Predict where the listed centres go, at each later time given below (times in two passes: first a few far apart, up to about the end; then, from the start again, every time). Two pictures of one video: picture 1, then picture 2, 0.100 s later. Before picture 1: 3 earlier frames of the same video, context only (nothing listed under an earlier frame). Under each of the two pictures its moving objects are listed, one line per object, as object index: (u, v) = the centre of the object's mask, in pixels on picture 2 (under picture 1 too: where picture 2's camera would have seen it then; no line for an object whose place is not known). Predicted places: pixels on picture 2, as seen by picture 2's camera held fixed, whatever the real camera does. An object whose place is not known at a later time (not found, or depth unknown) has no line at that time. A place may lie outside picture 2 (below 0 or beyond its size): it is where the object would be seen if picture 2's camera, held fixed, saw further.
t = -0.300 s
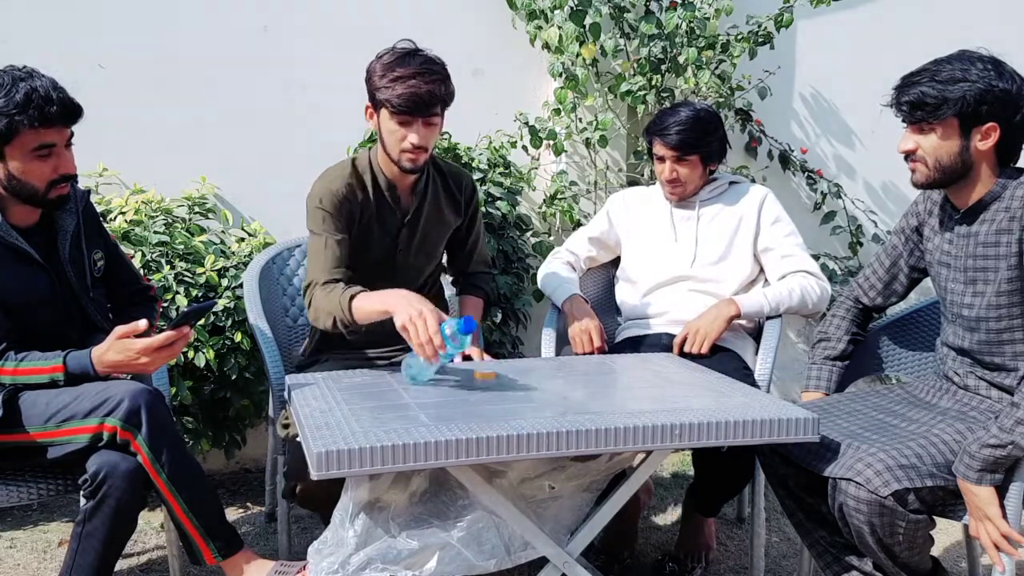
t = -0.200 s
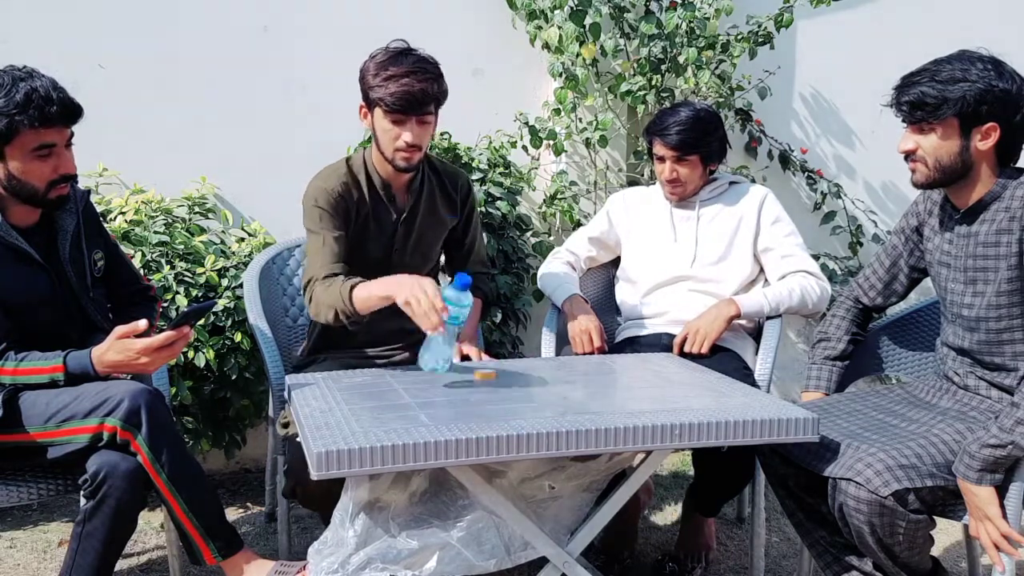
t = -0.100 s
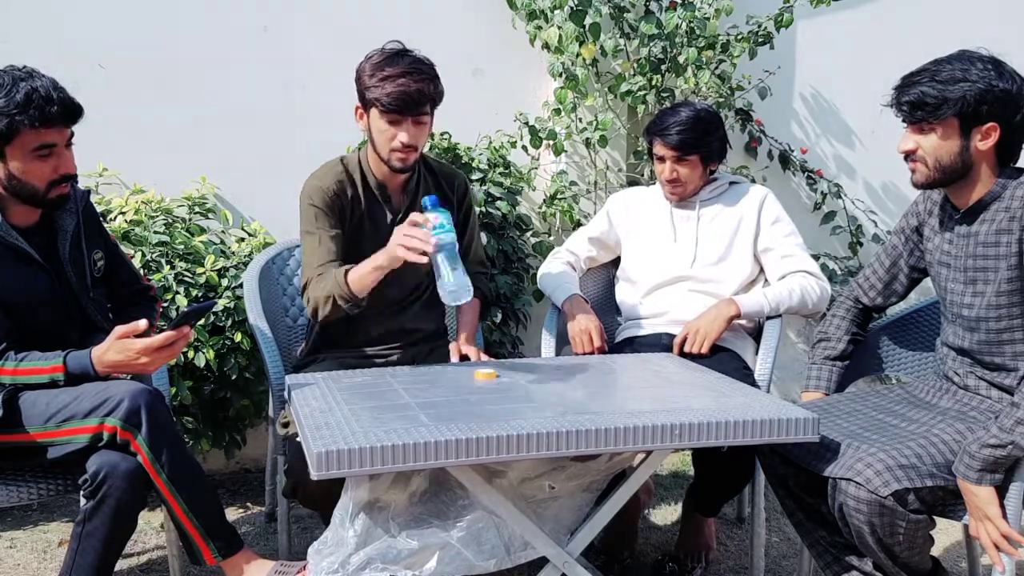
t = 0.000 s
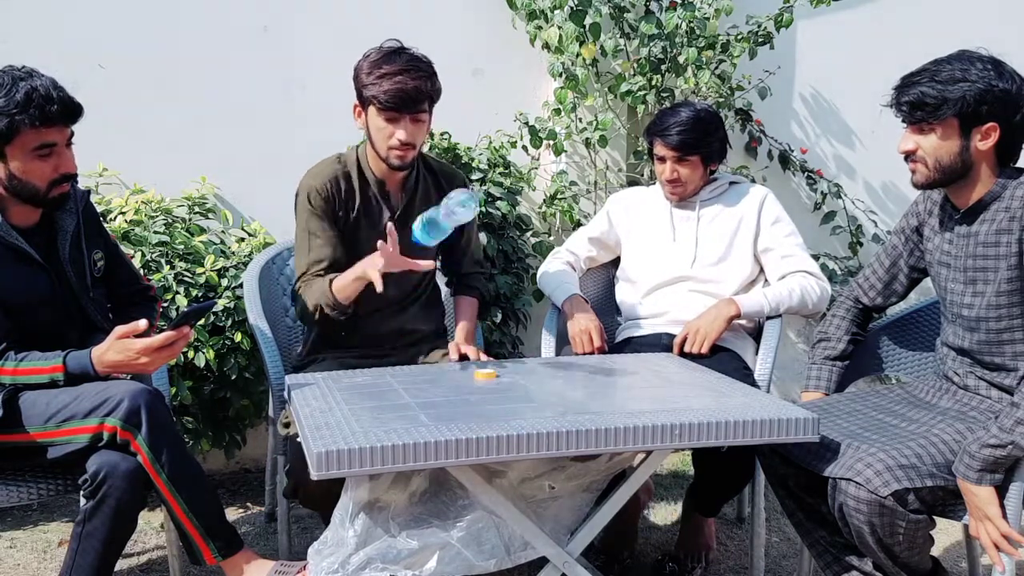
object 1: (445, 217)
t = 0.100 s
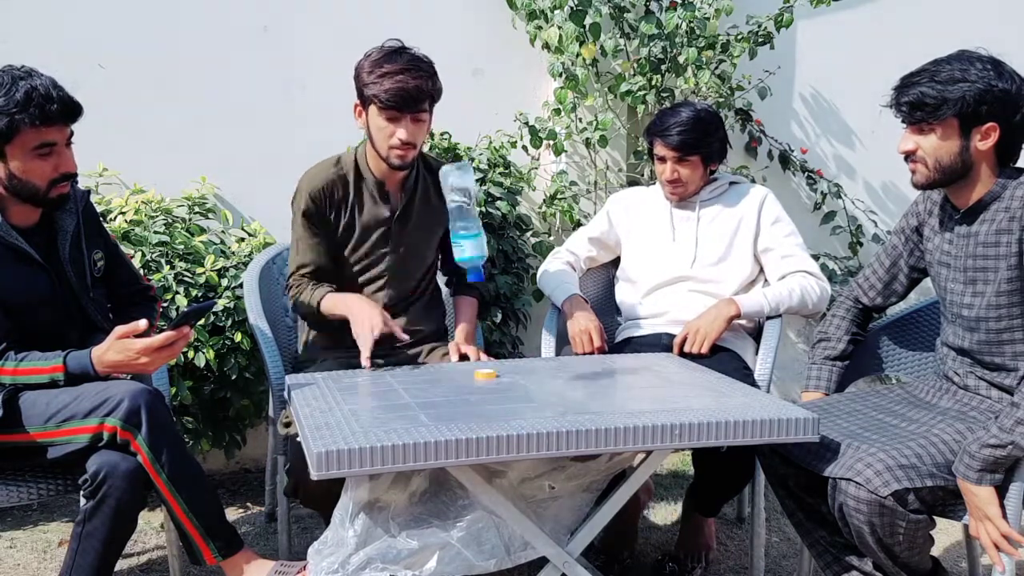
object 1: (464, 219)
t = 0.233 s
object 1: (481, 244)
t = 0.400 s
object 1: (464, 336)
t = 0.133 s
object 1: (471, 221)
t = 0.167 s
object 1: (476, 225)
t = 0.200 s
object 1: (480, 233)
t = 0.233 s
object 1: (481, 244)
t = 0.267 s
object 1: (480, 262)
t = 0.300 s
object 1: (477, 287)
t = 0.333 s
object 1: (473, 320)
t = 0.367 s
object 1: (469, 342)
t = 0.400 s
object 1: (464, 336)
